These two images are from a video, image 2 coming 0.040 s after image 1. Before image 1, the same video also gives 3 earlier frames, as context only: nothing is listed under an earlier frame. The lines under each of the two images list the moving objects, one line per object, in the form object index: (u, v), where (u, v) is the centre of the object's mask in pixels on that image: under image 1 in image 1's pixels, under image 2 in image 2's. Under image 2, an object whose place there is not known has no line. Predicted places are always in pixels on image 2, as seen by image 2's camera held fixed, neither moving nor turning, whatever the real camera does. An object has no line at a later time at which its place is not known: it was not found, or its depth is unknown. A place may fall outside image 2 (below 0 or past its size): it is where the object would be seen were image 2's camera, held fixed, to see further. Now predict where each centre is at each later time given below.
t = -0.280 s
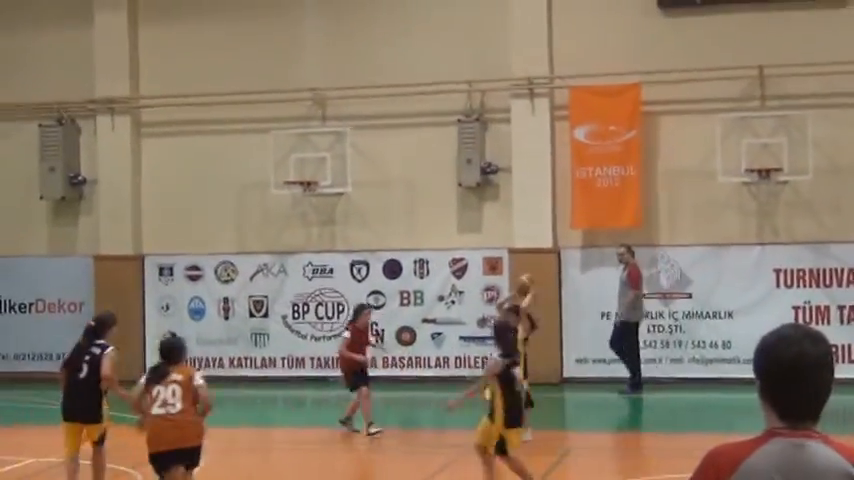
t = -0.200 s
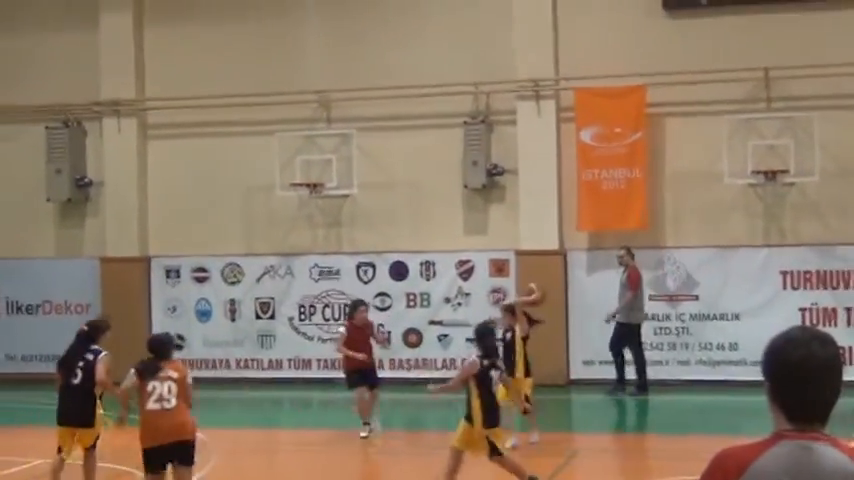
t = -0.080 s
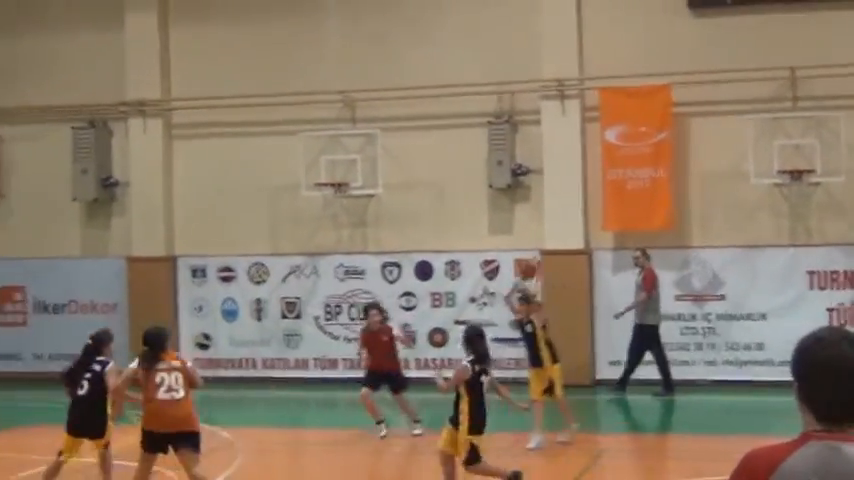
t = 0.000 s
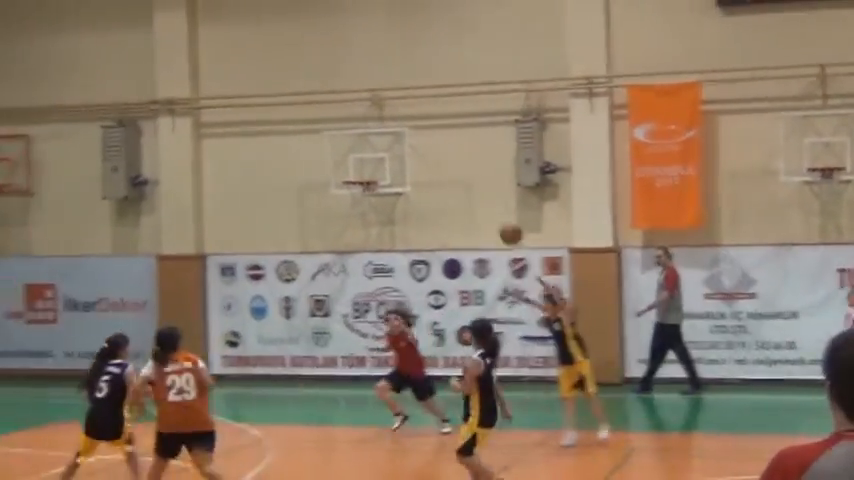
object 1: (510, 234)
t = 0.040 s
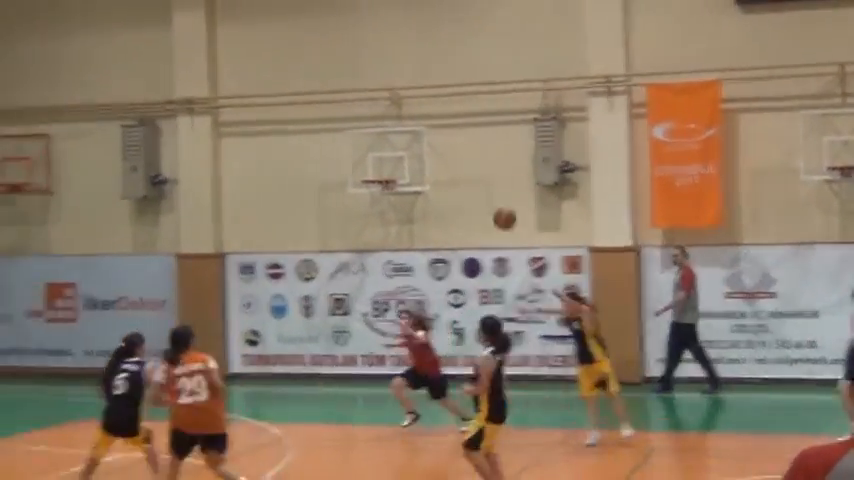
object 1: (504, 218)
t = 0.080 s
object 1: (478, 206)
